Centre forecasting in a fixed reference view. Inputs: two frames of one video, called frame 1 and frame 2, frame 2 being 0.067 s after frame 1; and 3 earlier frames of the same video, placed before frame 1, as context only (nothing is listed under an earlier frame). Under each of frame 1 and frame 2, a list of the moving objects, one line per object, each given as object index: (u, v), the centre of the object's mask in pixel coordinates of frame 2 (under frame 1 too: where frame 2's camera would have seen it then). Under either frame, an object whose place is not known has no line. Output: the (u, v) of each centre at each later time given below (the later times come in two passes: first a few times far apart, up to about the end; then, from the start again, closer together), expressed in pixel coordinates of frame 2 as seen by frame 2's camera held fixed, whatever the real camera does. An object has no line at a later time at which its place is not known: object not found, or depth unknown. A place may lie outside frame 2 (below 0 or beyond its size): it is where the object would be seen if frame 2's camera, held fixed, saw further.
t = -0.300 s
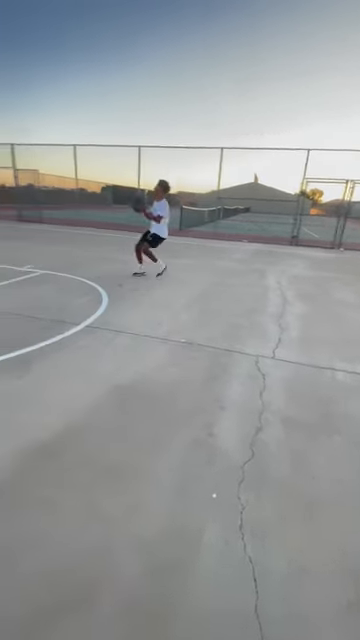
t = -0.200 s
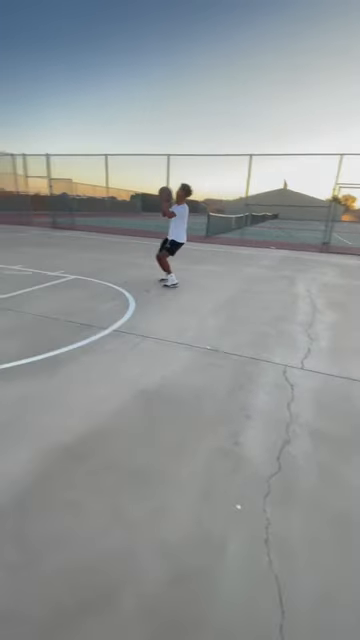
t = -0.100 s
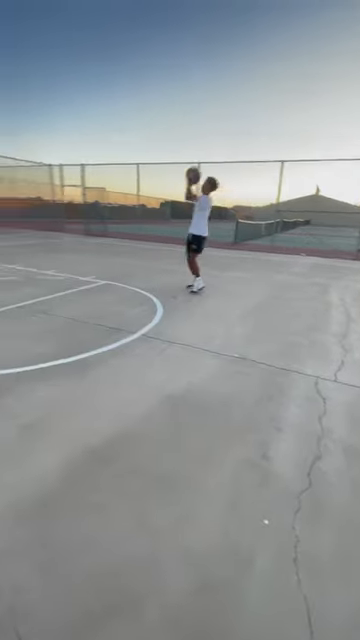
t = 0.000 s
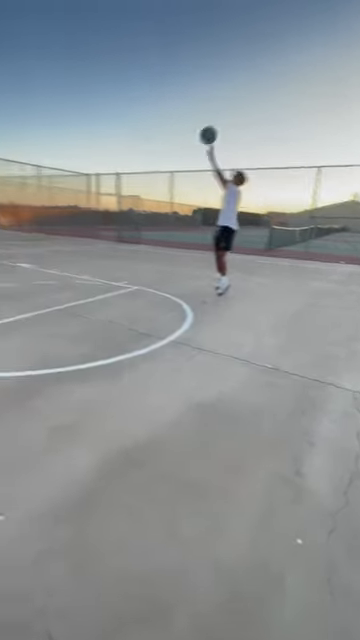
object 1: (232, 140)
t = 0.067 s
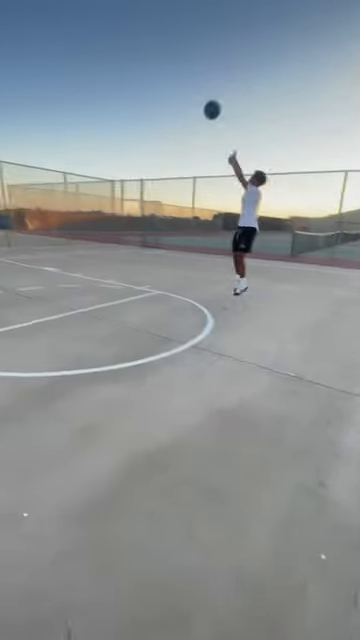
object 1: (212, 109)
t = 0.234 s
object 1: (160, 45)
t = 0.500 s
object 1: (76, -10)
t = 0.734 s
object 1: (13, -5)
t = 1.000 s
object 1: (-45, 47)
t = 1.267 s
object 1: (-75, 115)
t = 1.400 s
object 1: (-57, 124)
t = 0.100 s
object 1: (202, 95)
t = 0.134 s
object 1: (191, 81)
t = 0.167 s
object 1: (181, 68)
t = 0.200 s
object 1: (171, 56)
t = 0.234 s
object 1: (160, 45)
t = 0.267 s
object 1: (150, 35)
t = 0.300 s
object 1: (139, 26)
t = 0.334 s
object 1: (129, 17)
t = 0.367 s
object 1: (118, 10)
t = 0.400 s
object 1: (108, 3)
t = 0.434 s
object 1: (97, -2)
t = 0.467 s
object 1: (87, -6)
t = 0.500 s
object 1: (76, -10)
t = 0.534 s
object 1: (66, -13)
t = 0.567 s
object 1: (56, -15)
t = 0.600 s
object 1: (48, -14)
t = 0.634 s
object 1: (38, -13)
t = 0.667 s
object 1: (30, -11)
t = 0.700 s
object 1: (22, -9)
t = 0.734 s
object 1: (13, -5)
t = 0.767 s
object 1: (5, -1)
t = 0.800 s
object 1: (-3, 3)
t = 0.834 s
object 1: (-10, 10)
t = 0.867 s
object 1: (-18, 15)
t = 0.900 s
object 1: (-25, 22)
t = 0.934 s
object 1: (-32, 29)
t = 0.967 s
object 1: (-39, 38)
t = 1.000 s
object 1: (-45, 47)
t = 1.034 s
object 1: (-52, 55)
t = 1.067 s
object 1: (-55, 60)
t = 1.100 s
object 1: (-61, 70)
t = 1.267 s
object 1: (-75, 115)
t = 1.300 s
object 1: (-68, 120)
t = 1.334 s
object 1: (-64, 123)
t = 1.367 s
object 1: (-59, 124)
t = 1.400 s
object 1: (-57, 124)
